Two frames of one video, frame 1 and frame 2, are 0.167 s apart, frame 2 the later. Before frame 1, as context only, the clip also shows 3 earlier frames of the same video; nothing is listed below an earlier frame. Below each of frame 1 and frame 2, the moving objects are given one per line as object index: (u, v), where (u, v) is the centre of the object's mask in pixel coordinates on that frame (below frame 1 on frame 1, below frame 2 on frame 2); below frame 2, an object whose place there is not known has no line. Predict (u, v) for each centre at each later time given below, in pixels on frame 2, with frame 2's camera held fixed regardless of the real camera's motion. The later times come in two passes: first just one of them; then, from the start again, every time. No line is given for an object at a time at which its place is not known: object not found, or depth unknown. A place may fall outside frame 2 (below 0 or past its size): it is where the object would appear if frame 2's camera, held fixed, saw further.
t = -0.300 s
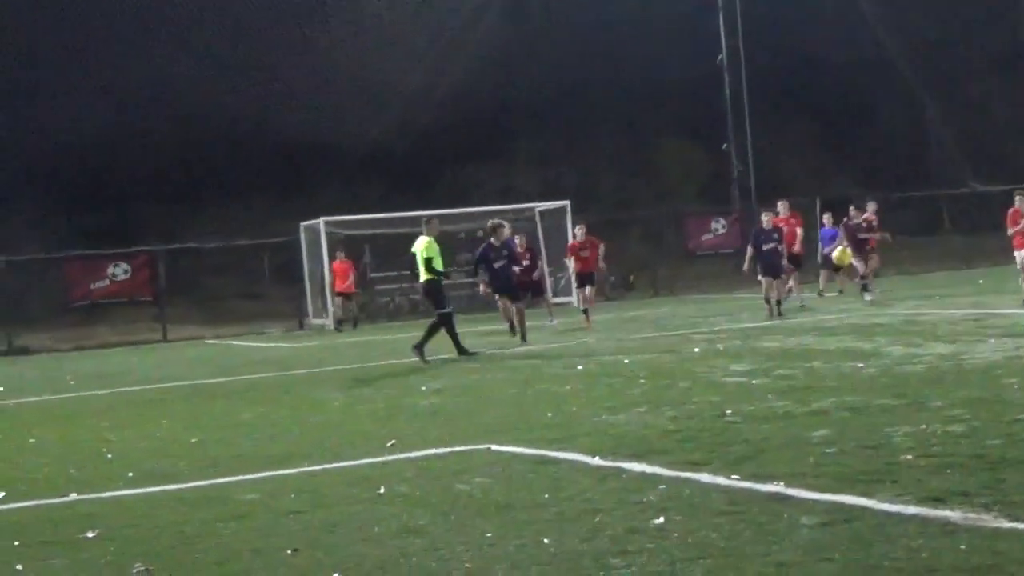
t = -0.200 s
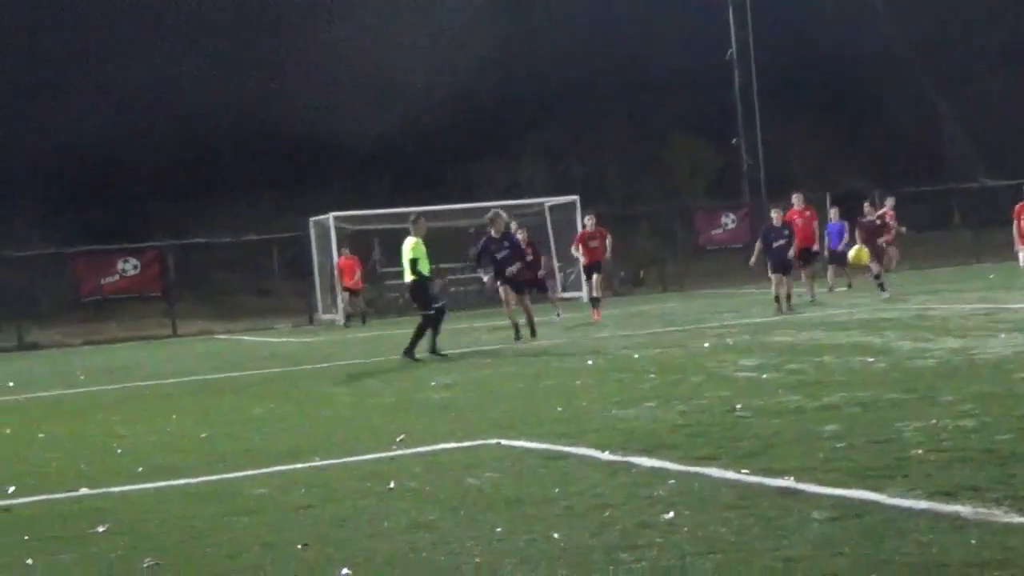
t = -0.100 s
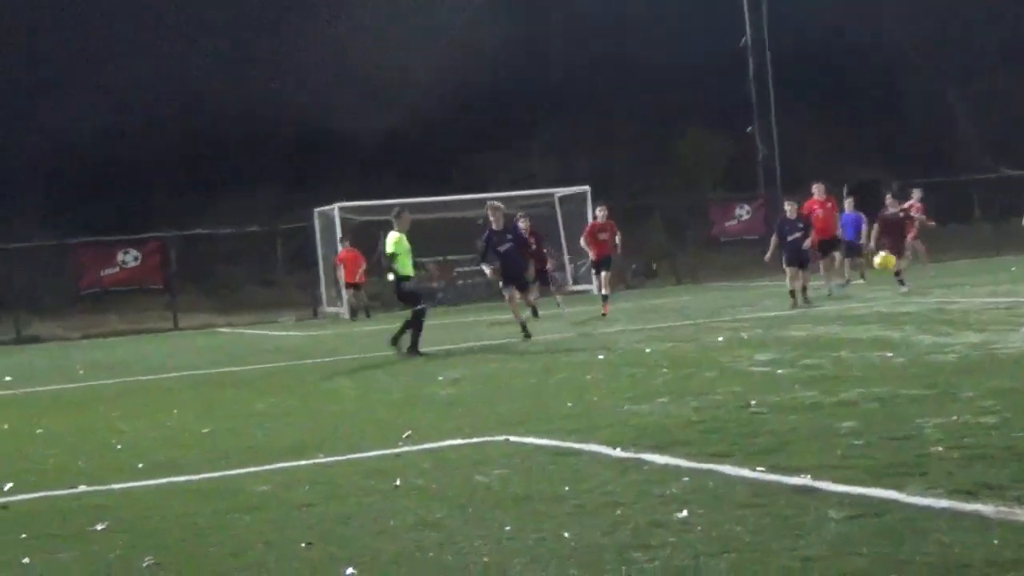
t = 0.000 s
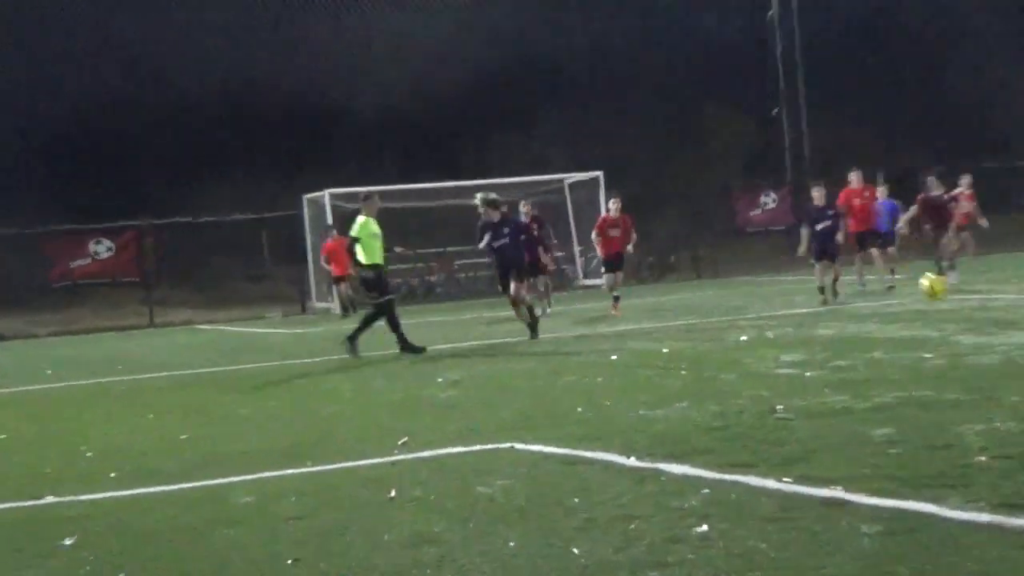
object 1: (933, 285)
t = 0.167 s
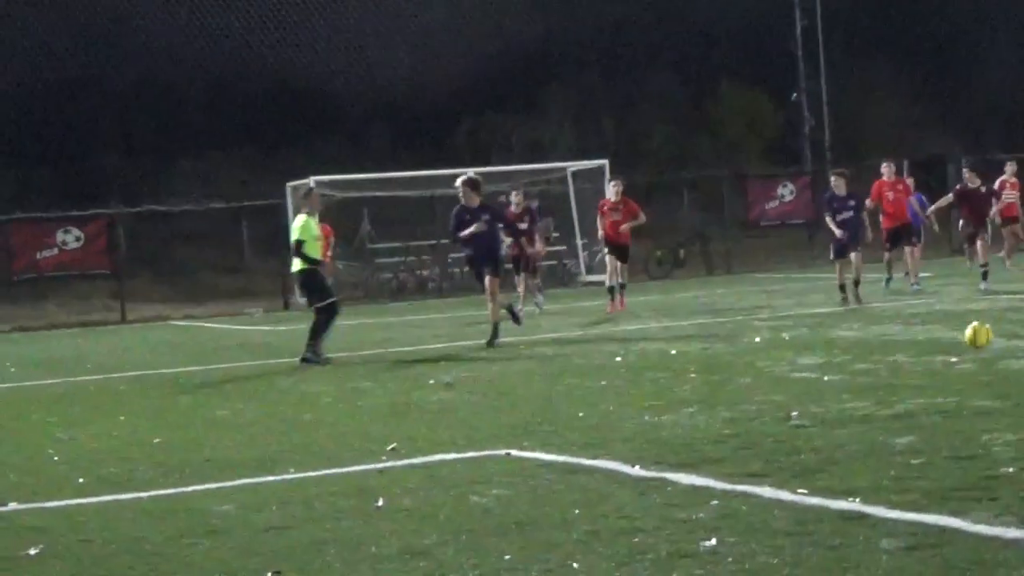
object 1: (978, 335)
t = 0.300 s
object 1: (987, 320)
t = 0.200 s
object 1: (980, 330)
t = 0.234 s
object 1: (982, 324)
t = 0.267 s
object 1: (984, 321)
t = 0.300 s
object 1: (987, 320)
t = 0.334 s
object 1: (990, 320)
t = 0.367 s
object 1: (992, 322)
